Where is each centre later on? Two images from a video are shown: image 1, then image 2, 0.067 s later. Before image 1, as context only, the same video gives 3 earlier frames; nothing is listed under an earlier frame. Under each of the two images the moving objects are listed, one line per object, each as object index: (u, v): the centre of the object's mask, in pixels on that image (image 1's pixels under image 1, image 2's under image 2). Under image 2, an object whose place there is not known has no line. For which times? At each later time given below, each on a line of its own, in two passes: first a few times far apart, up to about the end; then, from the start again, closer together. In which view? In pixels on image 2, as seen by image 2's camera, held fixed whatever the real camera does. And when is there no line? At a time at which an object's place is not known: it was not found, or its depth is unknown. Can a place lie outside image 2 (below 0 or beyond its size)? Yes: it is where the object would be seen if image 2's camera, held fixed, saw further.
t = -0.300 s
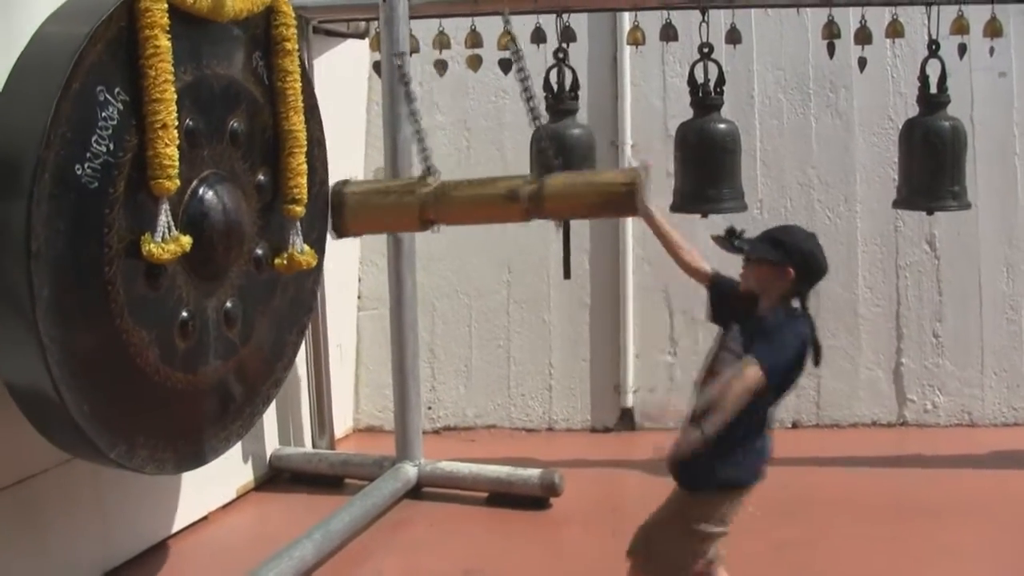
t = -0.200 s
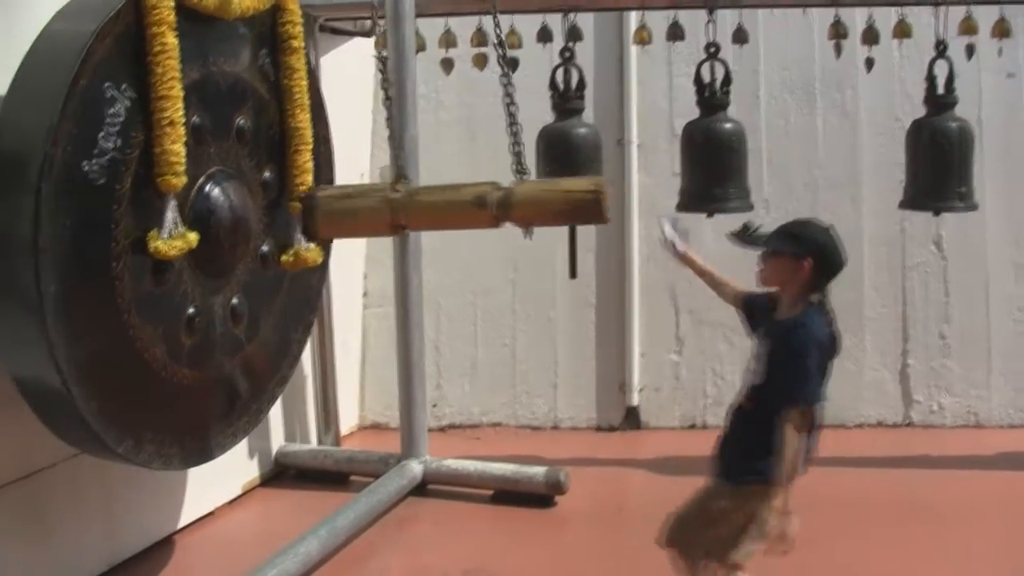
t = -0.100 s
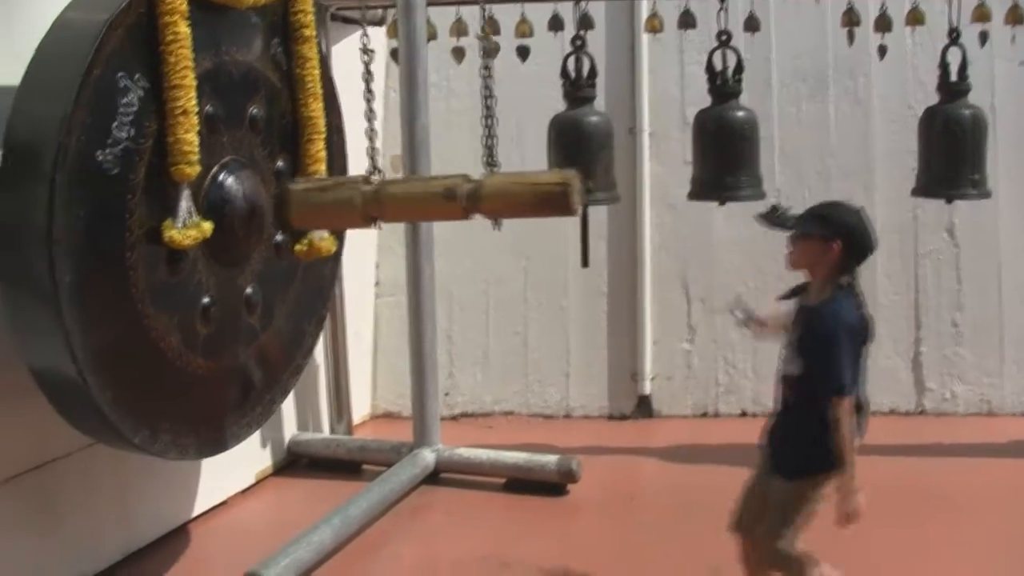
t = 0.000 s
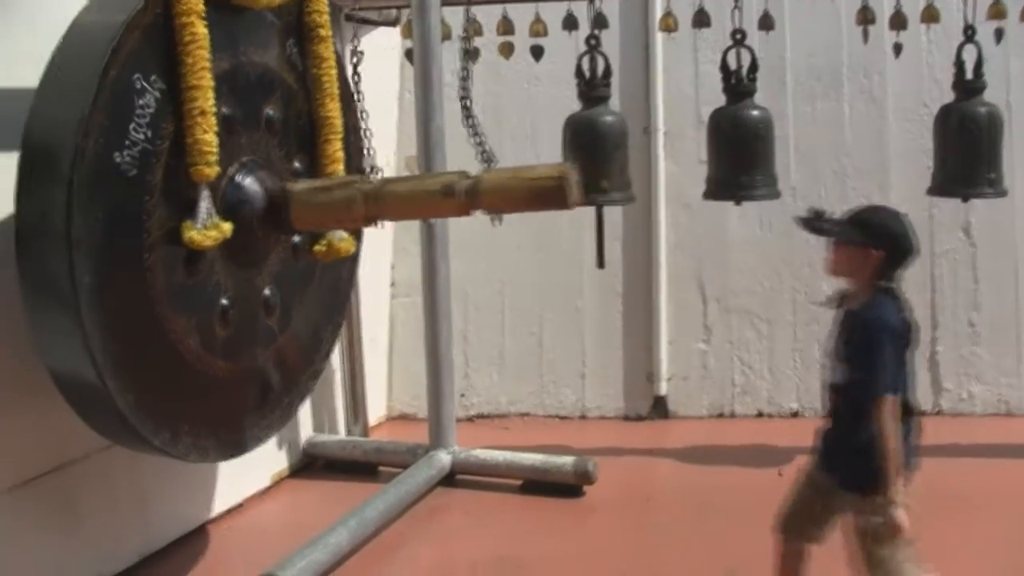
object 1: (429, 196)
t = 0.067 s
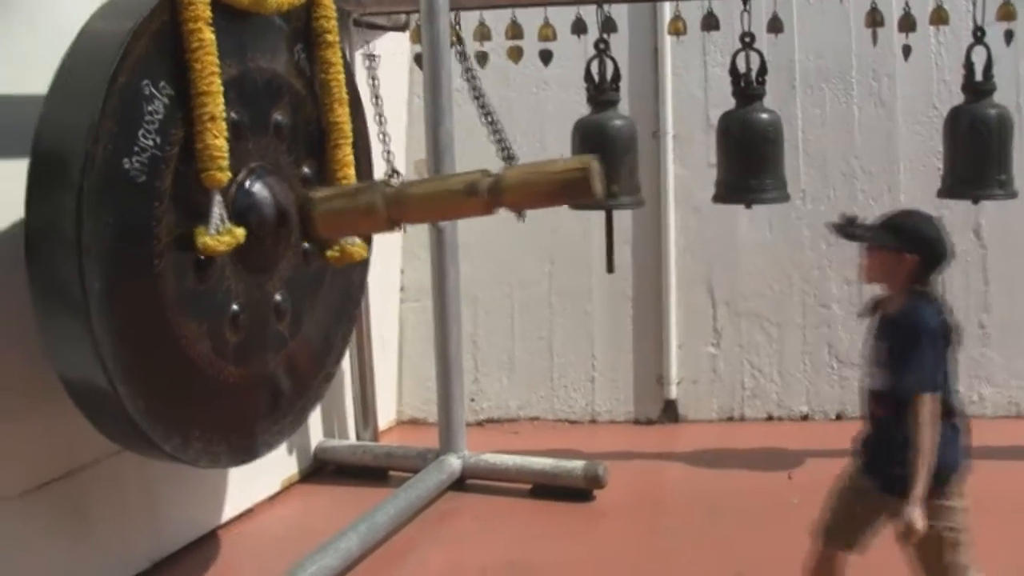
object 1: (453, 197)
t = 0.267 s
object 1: (483, 198)
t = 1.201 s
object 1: (510, 194)
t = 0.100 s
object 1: (456, 197)
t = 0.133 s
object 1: (459, 197)
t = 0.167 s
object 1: (464, 195)
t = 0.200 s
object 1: (471, 195)
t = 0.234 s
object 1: (478, 196)
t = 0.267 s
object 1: (483, 198)
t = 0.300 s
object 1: (482, 200)
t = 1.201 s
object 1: (510, 194)
